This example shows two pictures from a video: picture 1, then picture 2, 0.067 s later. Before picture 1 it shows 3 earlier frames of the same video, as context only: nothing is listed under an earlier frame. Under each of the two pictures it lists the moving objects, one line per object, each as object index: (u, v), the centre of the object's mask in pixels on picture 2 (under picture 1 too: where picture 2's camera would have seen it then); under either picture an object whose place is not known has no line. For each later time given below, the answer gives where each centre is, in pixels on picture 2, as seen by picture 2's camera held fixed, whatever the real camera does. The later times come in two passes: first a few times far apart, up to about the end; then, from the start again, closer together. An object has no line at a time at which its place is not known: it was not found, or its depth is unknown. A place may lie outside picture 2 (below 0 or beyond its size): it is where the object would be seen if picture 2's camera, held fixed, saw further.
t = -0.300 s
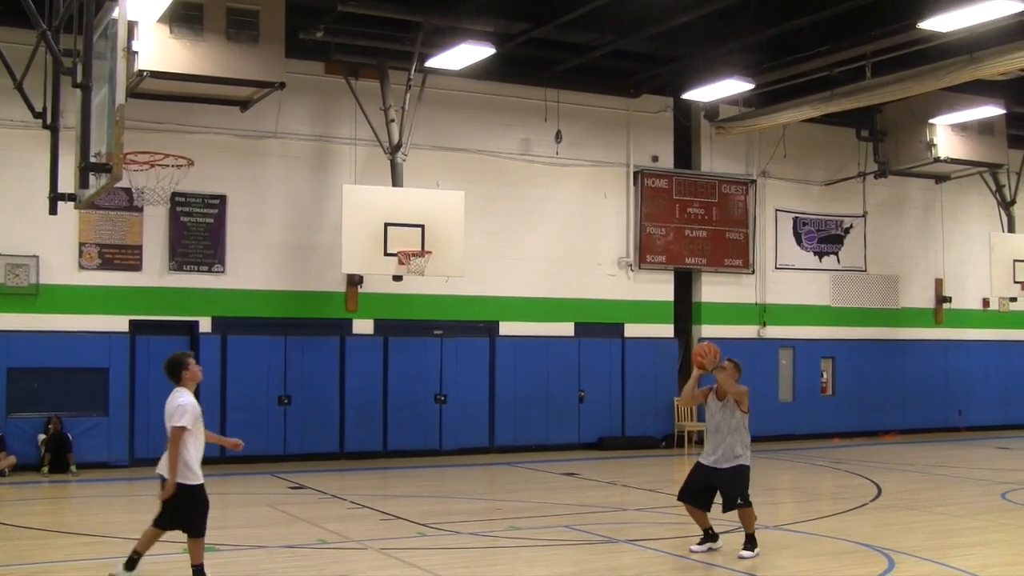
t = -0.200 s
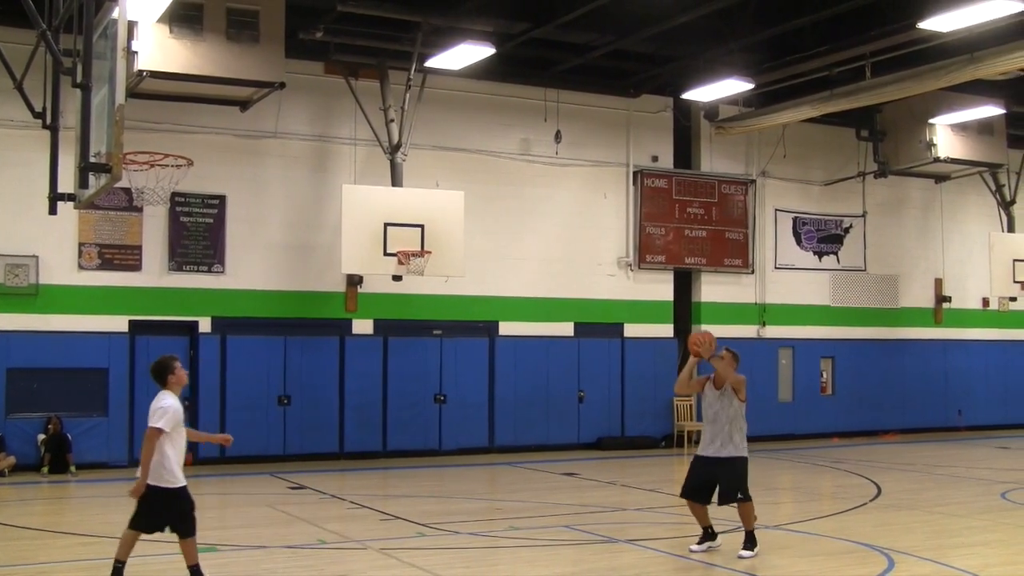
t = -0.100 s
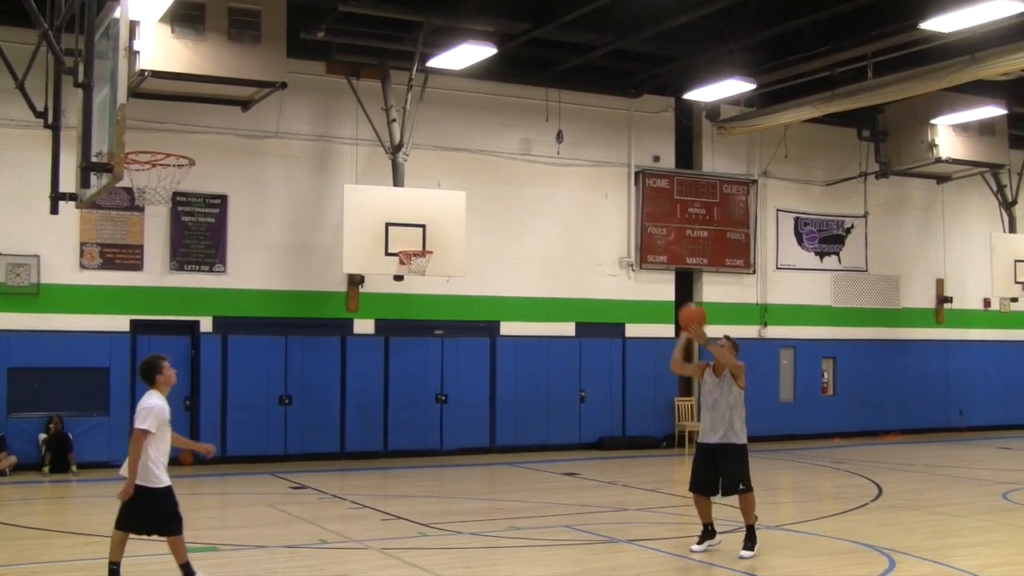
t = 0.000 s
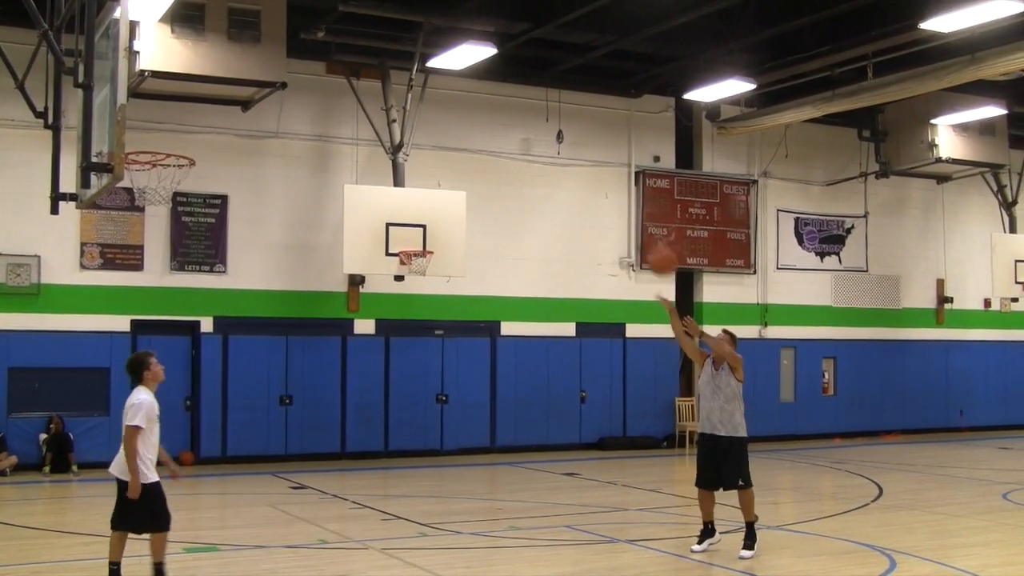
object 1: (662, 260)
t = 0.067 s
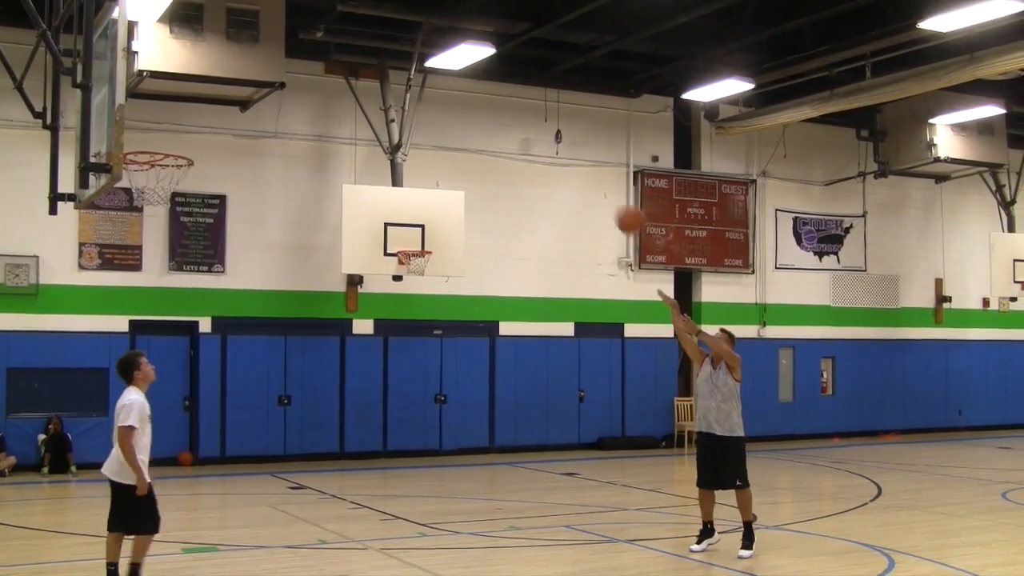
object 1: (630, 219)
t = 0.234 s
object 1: (552, 136)
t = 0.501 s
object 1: (418, 65)
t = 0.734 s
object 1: (291, 72)
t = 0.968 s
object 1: (147, 157)
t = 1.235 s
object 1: (179, 295)
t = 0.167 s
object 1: (584, 167)
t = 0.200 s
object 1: (568, 151)
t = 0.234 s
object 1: (552, 136)
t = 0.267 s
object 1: (537, 124)
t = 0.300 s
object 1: (521, 112)
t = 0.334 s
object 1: (504, 101)
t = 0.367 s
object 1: (488, 91)
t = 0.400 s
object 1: (472, 82)
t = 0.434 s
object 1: (455, 77)
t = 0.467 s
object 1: (435, 69)
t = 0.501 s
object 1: (418, 65)
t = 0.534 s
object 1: (401, 61)
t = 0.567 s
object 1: (384, 60)
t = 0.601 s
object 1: (365, 60)
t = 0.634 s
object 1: (347, 61)
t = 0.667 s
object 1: (330, 62)
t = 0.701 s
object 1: (311, 66)
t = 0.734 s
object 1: (291, 72)
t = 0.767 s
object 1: (272, 78)
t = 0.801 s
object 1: (252, 88)
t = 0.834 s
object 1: (232, 97)
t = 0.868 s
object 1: (212, 110)
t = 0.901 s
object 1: (190, 125)
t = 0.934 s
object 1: (170, 139)
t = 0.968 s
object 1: (147, 157)
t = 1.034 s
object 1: (150, 186)
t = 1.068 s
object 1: (154, 209)
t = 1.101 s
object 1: (159, 222)
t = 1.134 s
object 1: (165, 238)
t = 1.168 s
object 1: (170, 255)
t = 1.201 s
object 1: (174, 273)
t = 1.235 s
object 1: (179, 295)
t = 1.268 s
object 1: (183, 316)
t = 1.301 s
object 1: (187, 339)
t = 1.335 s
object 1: (192, 361)
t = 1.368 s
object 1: (196, 386)
